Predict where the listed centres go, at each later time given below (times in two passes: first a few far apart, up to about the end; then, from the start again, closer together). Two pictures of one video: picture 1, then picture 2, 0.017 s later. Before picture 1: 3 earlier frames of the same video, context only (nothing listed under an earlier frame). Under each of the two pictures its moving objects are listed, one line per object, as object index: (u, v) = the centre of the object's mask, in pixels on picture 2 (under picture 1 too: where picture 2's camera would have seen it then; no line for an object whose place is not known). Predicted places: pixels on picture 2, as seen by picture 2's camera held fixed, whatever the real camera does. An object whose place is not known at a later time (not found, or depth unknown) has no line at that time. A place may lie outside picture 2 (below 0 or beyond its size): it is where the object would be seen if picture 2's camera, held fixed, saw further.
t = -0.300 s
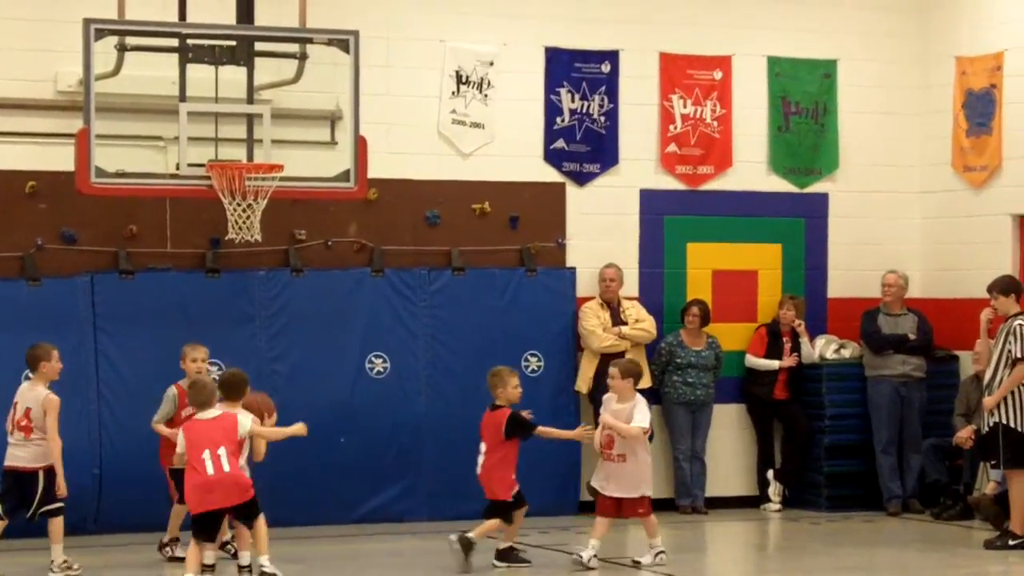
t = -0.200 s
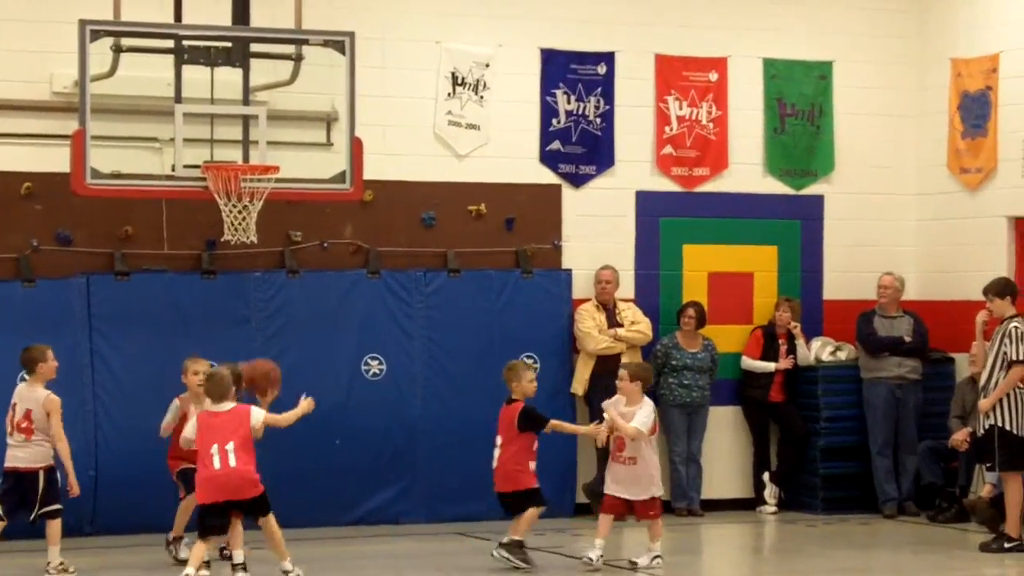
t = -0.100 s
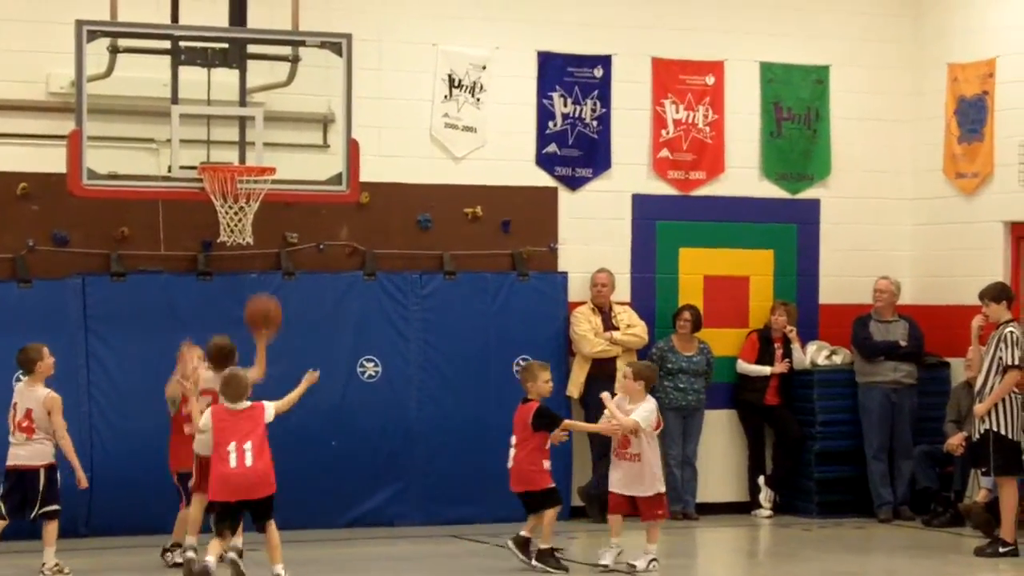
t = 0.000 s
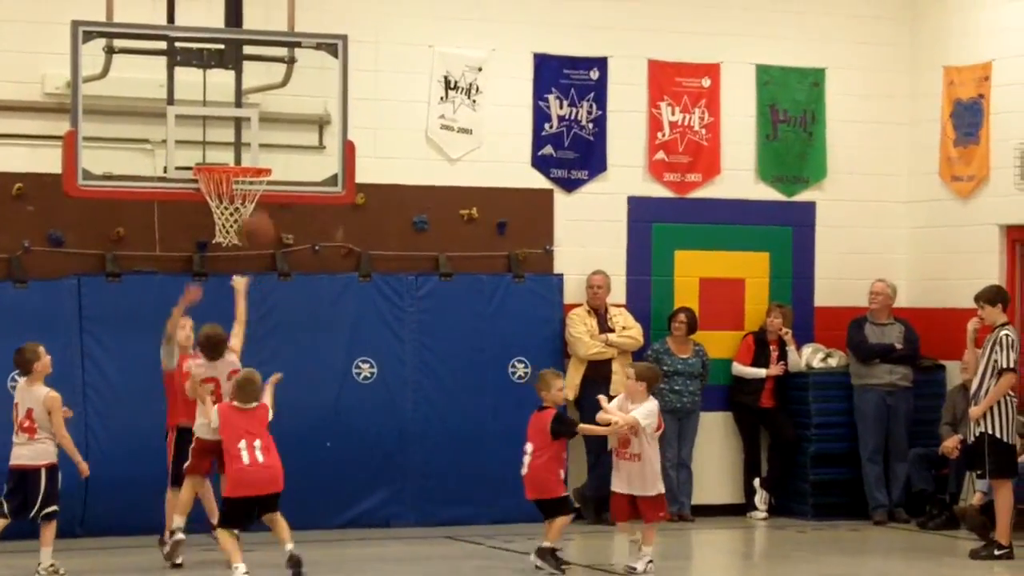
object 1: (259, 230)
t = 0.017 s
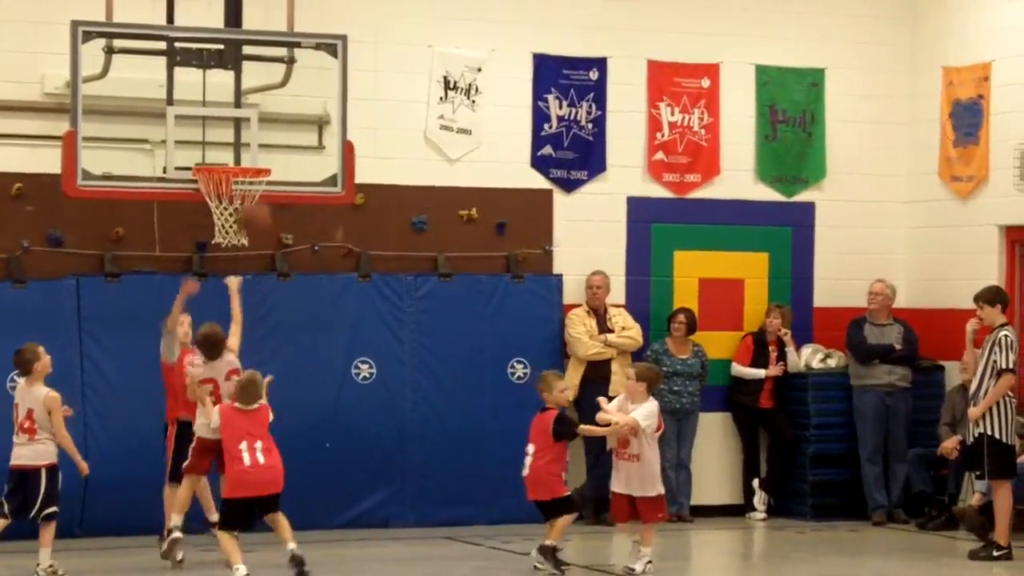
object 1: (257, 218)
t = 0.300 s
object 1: (233, 72)
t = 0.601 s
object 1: (213, 63)
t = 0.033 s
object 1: (251, 205)
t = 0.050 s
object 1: (250, 193)
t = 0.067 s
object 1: (249, 181)
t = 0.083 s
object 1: (249, 171)
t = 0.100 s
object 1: (247, 161)
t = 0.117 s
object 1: (246, 151)
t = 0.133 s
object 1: (245, 141)
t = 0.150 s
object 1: (243, 133)
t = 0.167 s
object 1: (242, 123)
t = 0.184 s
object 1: (242, 115)
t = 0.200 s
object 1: (240, 108)
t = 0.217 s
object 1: (239, 102)
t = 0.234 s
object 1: (238, 94)
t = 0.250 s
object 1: (237, 88)
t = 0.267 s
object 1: (236, 82)
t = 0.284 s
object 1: (234, 77)
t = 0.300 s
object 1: (233, 72)
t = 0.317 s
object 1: (232, 68)
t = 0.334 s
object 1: (231, 65)
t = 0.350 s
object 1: (229, 60)
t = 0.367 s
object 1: (229, 58)
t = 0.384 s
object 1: (228, 55)
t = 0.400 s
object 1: (226, 54)
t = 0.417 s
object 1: (225, 53)
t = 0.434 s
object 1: (225, 52)
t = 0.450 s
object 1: (223, 53)
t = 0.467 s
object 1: (223, 52)
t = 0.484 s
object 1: (221, 52)
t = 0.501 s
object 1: (220, 52)
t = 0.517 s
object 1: (220, 51)
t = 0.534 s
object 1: (219, 53)
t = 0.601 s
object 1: (213, 63)
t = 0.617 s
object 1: (212, 66)
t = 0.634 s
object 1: (211, 70)
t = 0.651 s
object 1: (210, 75)
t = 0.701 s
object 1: (206, 92)
